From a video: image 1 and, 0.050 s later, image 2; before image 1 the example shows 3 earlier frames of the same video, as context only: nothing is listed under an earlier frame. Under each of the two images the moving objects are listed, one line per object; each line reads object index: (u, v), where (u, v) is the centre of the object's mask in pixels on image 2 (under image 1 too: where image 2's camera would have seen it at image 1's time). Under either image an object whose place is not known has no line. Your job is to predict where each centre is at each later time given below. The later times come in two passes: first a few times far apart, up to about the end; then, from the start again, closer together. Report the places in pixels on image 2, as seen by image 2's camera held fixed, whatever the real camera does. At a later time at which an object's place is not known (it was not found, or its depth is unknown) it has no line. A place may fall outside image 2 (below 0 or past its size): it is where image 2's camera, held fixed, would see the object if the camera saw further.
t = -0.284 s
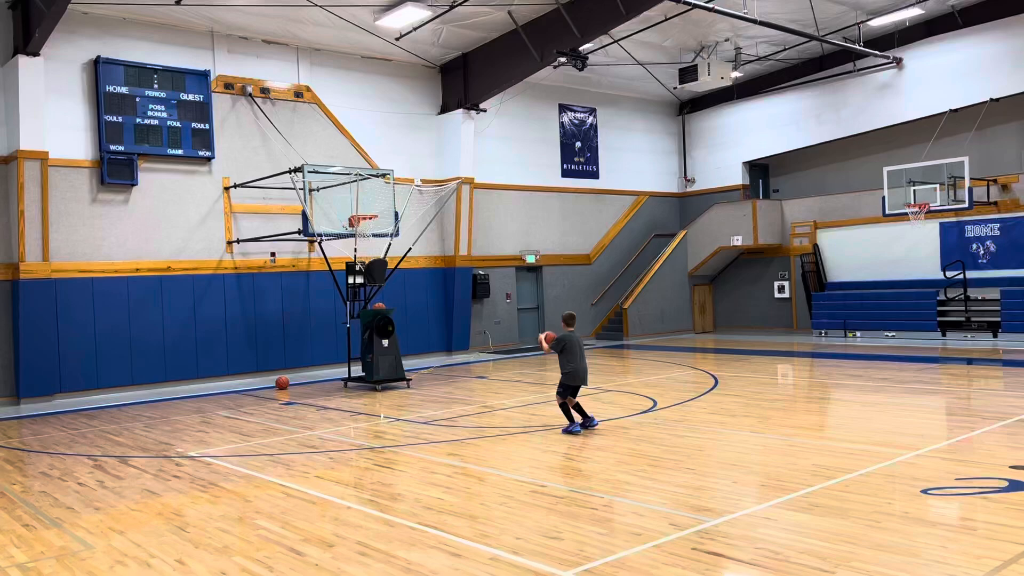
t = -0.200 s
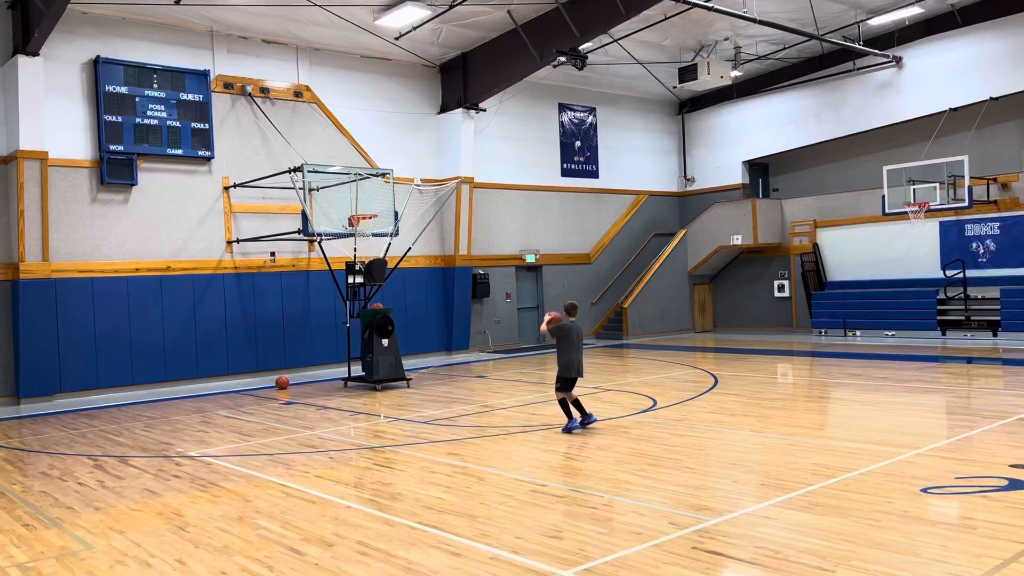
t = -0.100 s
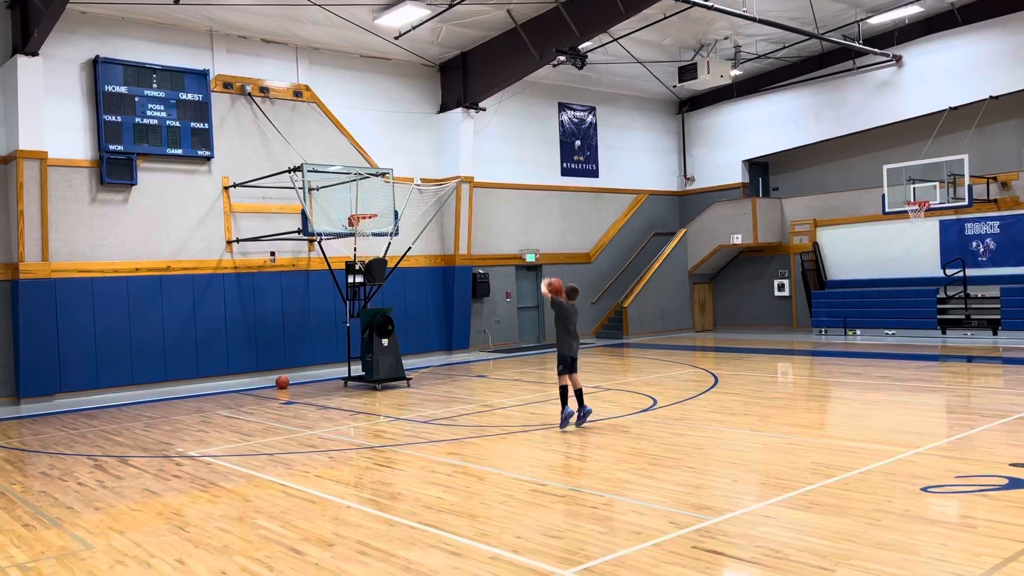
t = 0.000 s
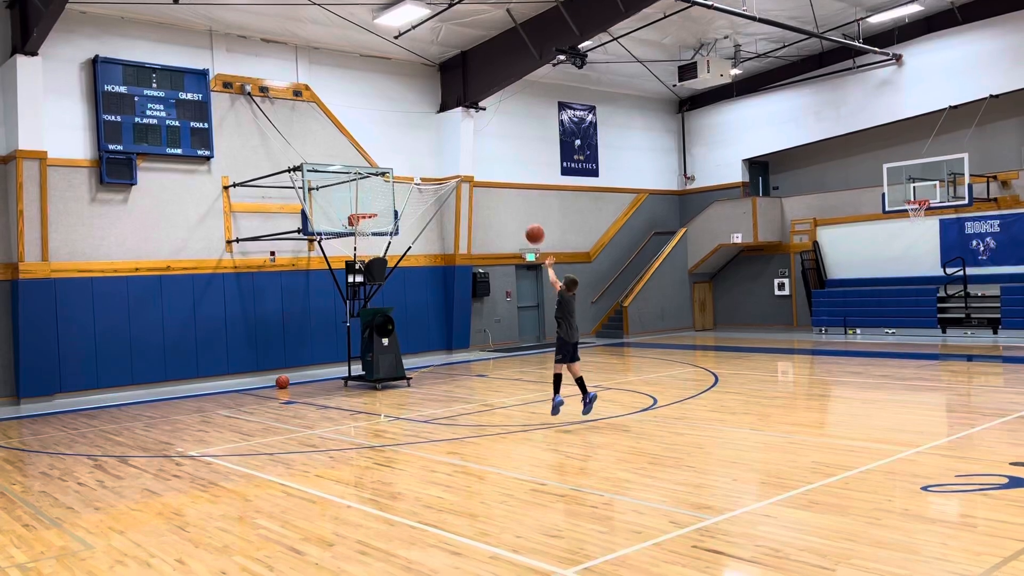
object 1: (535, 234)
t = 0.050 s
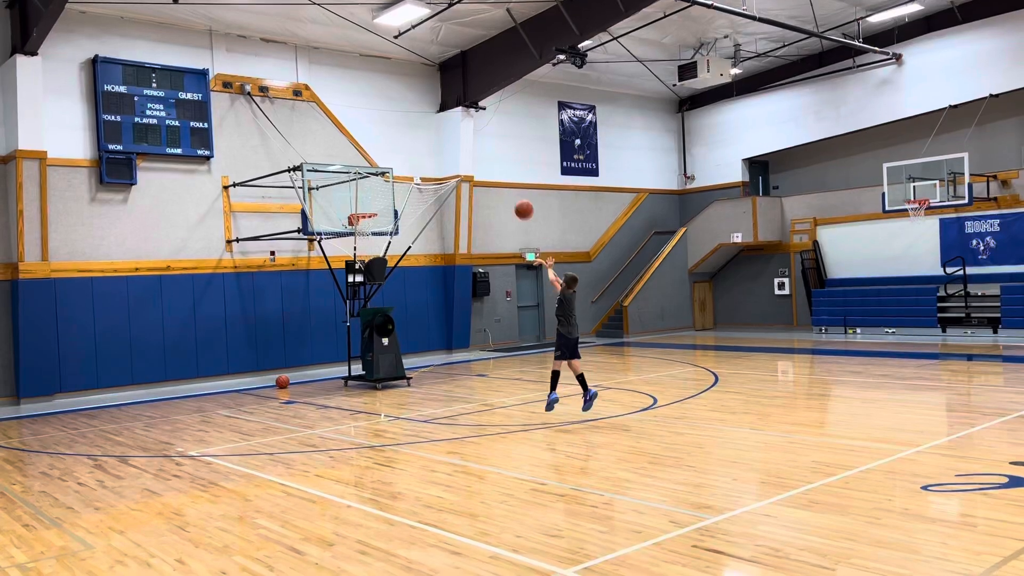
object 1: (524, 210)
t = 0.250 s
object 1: (484, 139)
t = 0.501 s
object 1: (444, 100)
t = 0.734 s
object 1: (413, 103)
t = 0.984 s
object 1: (387, 142)
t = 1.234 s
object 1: (367, 208)
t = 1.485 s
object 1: (365, 182)
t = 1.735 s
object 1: (366, 191)
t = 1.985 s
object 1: (368, 203)
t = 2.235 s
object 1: (369, 221)
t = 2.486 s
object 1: (370, 253)
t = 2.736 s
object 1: (372, 255)
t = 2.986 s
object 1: (375, 246)
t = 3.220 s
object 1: (380, 255)
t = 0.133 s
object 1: (506, 175)
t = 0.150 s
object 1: (503, 169)
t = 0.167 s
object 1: (500, 164)
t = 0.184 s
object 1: (497, 158)
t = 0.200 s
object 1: (493, 153)
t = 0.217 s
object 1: (490, 148)
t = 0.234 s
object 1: (487, 143)
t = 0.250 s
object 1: (484, 139)
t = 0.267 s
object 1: (481, 135)
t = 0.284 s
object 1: (478, 131)
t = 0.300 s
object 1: (475, 127)
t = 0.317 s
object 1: (472, 123)
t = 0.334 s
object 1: (470, 120)
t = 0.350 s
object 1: (467, 117)
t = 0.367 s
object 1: (464, 114)
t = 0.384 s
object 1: (461, 111)
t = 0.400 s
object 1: (459, 109)
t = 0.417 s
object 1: (456, 107)
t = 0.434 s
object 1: (453, 105)
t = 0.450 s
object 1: (451, 103)
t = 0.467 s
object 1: (448, 102)
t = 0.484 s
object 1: (446, 101)
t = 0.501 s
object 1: (444, 100)
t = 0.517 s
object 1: (441, 99)
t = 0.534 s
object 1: (439, 98)
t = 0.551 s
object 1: (436, 98)
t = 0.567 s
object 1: (434, 97)
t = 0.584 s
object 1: (432, 97)
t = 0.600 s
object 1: (429, 97)
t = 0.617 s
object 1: (428, 97)
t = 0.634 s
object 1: (425, 98)
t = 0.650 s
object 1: (423, 98)
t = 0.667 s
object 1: (421, 99)
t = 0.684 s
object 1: (419, 100)
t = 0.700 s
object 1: (417, 101)
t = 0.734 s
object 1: (413, 103)
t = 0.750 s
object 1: (411, 105)
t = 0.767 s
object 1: (409, 107)
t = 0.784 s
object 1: (408, 109)
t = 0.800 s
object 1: (406, 111)
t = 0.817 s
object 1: (404, 113)
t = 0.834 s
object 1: (402, 115)
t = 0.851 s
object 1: (400, 118)
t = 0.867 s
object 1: (399, 120)
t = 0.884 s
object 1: (397, 123)
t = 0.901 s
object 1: (395, 126)
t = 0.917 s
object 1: (393, 129)
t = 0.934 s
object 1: (392, 132)
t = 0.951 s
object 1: (390, 135)
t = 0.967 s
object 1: (389, 139)
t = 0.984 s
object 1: (387, 142)
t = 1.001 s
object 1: (386, 146)
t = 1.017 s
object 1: (384, 150)
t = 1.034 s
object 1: (383, 154)
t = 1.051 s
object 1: (381, 158)
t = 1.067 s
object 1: (380, 162)
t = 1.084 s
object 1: (379, 167)
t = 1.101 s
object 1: (377, 171)
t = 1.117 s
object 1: (376, 175)
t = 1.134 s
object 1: (374, 180)
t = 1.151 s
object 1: (373, 185)
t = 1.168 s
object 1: (371, 190)
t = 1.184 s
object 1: (370, 195)
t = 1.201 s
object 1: (369, 200)
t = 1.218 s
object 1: (367, 205)
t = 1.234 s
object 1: (367, 208)
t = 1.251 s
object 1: (367, 205)
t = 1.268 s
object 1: (367, 203)
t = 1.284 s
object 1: (366, 200)
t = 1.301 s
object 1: (366, 198)
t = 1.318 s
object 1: (366, 195)
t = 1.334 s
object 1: (366, 193)
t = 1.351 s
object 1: (366, 191)
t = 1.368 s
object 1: (366, 190)
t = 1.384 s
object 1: (366, 188)
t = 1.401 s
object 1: (366, 187)
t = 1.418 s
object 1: (366, 186)
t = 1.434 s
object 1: (366, 185)
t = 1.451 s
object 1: (366, 184)
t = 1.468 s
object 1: (366, 183)
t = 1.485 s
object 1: (365, 182)
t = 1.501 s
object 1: (365, 181)
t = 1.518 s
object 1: (366, 181)
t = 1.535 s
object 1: (365, 181)
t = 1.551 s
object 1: (365, 181)
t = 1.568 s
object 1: (365, 181)
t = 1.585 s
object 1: (365, 181)
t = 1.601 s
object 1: (365, 181)
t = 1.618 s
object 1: (365, 182)
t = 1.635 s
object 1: (365, 183)
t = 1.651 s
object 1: (366, 184)
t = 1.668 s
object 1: (366, 185)
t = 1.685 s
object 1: (366, 186)
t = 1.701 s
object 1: (366, 187)
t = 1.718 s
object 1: (366, 189)
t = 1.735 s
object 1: (366, 191)
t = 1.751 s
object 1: (366, 192)
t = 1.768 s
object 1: (366, 195)
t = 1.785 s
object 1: (367, 196)
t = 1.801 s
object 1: (367, 199)
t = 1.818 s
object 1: (367, 201)
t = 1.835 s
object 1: (367, 204)
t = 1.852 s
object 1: (367, 206)
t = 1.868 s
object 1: (367, 207)
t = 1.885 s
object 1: (367, 206)
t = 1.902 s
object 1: (367, 205)
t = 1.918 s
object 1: (367, 204)
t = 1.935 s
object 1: (367, 204)
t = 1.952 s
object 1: (367, 204)
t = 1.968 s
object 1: (367, 204)
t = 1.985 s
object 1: (368, 203)
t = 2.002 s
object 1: (368, 204)
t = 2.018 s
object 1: (367, 204)
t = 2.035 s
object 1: (368, 204)
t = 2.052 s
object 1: (368, 205)
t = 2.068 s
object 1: (368, 205)
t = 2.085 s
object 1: (368, 206)
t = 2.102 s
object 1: (368, 207)
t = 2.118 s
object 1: (368, 208)
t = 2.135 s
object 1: (368, 209)
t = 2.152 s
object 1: (369, 211)
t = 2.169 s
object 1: (369, 213)
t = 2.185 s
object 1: (369, 215)
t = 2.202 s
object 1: (369, 217)
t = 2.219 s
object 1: (369, 219)
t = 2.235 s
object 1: (369, 221)
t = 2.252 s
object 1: (369, 224)
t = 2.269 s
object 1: (369, 226)
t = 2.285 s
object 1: (370, 229)
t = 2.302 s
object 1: (370, 232)
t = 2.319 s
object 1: (370, 235)
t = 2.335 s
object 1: (370, 238)
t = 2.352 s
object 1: (370, 241)
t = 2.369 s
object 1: (370, 244)
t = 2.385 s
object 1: (370, 246)
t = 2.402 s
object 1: (370, 249)
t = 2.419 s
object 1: (370, 250)
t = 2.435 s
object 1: (370, 252)
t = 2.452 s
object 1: (370, 253)
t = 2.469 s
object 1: (370, 253)
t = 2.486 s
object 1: (370, 253)
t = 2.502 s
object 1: (370, 252)
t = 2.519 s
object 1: (370, 252)
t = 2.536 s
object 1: (371, 251)
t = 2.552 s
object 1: (371, 251)
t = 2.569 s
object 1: (371, 251)
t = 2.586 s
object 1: (371, 252)
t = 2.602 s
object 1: (371, 252)
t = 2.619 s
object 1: (372, 252)
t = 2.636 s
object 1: (372, 252)
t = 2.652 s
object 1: (372, 253)
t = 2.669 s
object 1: (372, 254)
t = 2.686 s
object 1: (372, 255)
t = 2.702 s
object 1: (372, 255)
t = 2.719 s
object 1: (372, 255)
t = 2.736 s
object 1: (372, 255)
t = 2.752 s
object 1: (372, 255)
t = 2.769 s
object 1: (372, 255)
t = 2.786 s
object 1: (373, 255)
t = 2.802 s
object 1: (373, 254)
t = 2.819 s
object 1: (373, 253)
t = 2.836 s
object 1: (373, 253)
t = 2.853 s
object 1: (374, 252)
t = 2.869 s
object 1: (374, 251)
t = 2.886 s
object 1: (374, 250)
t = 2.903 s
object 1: (374, 249)
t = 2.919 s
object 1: (374, 248)
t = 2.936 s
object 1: (375, 247)
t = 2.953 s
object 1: (375, 247)
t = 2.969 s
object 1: (375, 246)
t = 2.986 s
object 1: (375, 246)
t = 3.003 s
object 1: (376, 246)
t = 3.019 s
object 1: (376, 246)
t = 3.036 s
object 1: (377, 246)
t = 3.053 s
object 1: (377, 246)
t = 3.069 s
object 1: (377, 247)
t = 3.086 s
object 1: (377, 248)
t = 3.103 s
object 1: (378, 248)
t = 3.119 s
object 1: (378, 249)
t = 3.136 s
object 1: (379, 251)
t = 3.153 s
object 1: (379, 251)
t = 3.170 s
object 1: (379, 252)
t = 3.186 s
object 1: (380, 253)
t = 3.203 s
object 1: (380, 254)
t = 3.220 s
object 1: (380, 255)
